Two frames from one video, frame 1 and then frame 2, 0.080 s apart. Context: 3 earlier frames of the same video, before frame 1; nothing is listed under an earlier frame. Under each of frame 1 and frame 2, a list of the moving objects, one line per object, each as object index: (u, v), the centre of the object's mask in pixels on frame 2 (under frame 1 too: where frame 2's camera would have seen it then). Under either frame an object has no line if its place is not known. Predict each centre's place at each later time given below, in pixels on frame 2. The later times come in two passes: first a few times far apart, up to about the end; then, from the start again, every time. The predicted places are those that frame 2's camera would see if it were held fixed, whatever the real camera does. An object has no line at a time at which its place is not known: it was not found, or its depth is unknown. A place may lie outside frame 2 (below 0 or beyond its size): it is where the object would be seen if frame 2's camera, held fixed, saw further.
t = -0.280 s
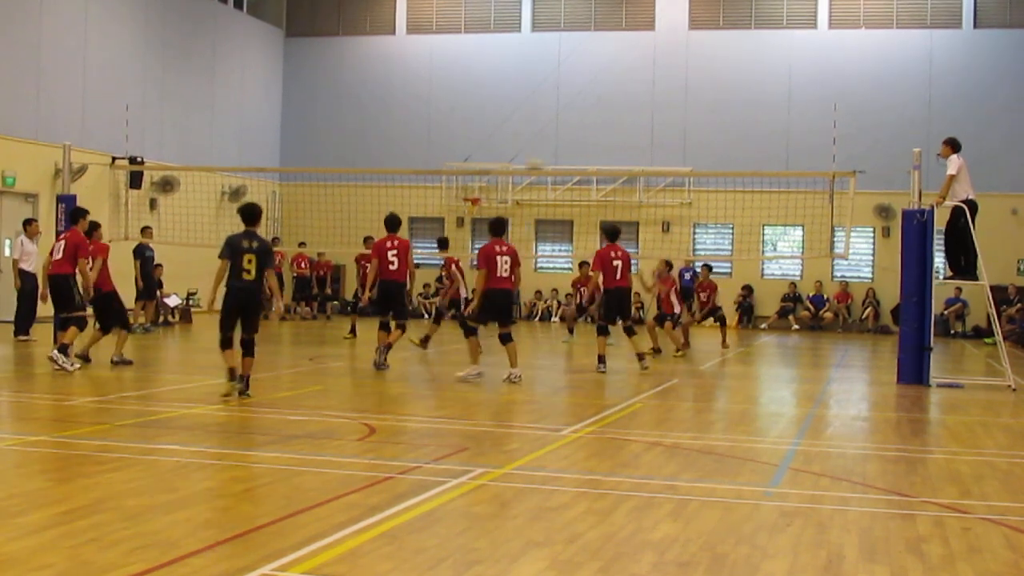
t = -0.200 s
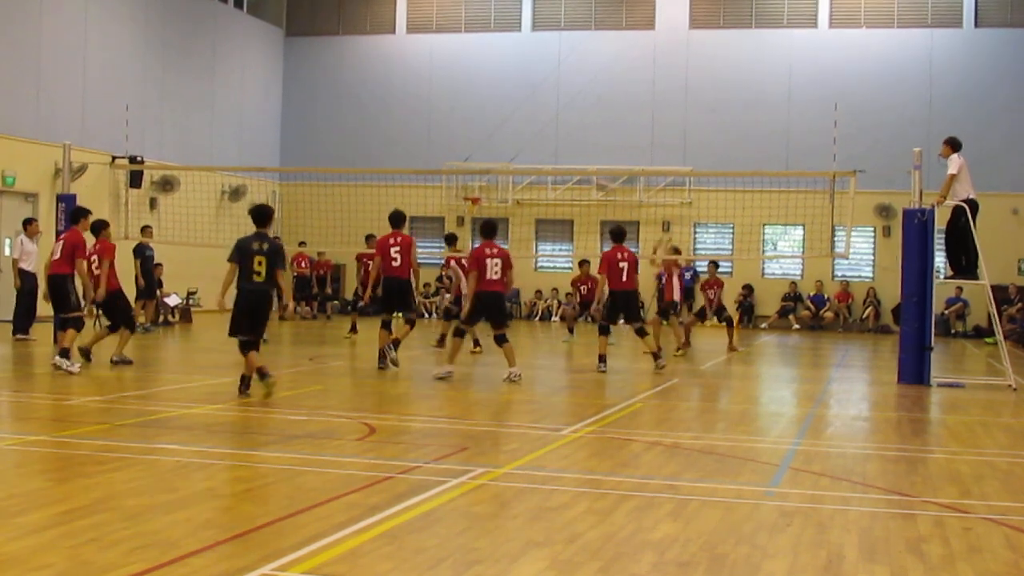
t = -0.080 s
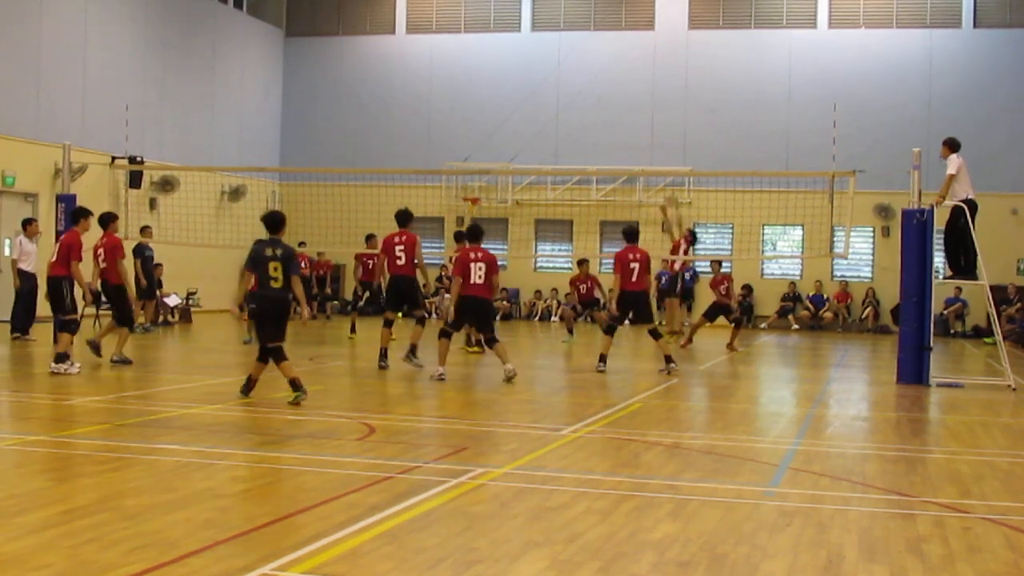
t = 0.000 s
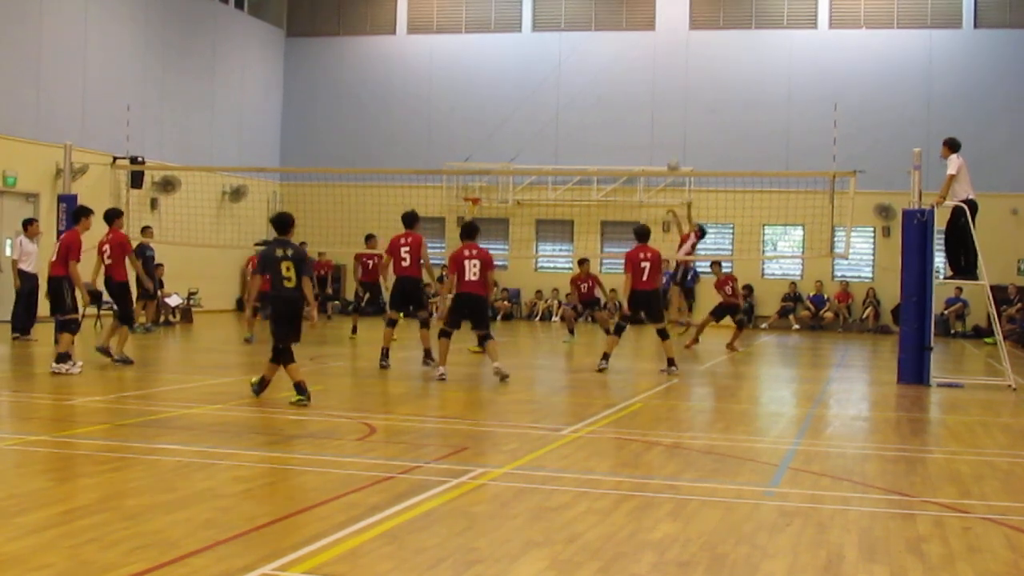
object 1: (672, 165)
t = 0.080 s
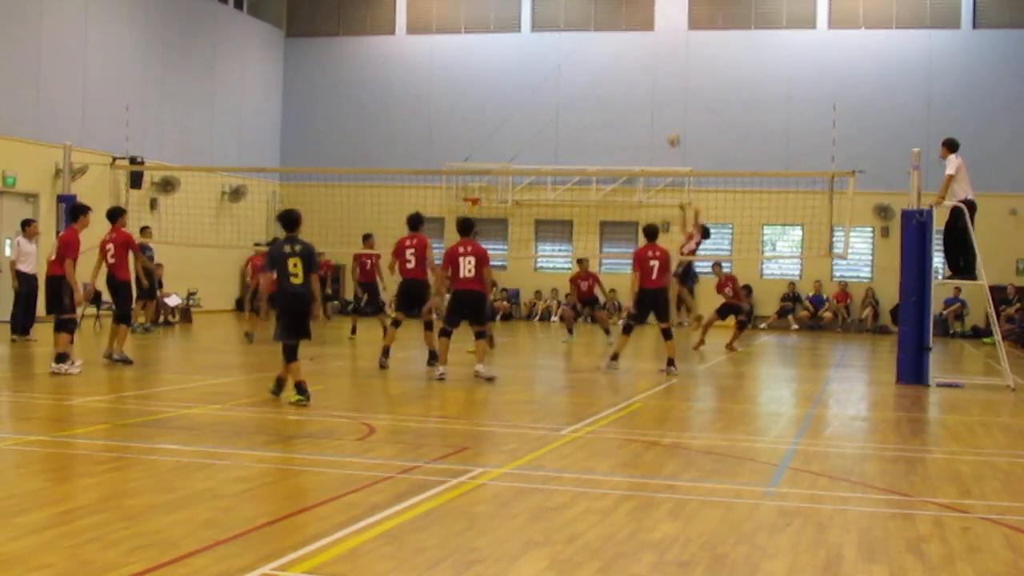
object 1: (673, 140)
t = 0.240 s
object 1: (677, 99)
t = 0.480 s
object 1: (682, 70)
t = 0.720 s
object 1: (685, 77)
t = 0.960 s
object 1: (688, 120)
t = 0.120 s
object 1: (675, 128)
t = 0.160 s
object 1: (676, 118)
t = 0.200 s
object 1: (676, 108)
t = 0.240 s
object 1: (677, 99)
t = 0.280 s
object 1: (678, 91)
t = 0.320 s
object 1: (679, 85)
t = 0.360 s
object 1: (680, 80)
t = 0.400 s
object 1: (681, 76)
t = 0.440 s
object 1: (682, 72)
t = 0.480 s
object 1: (682, 70)
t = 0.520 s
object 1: (683, 69)
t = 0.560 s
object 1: (683, 69)
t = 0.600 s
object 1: (684, 69)
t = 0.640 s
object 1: (684, 71)
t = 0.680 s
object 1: (685, 74)
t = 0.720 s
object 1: (685, 77)
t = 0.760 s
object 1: (686, 82)
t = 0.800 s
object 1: (686, 88)
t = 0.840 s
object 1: (687, 95)
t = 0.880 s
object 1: (687, 102)
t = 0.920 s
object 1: (687, 110)
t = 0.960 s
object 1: (688, 120)
